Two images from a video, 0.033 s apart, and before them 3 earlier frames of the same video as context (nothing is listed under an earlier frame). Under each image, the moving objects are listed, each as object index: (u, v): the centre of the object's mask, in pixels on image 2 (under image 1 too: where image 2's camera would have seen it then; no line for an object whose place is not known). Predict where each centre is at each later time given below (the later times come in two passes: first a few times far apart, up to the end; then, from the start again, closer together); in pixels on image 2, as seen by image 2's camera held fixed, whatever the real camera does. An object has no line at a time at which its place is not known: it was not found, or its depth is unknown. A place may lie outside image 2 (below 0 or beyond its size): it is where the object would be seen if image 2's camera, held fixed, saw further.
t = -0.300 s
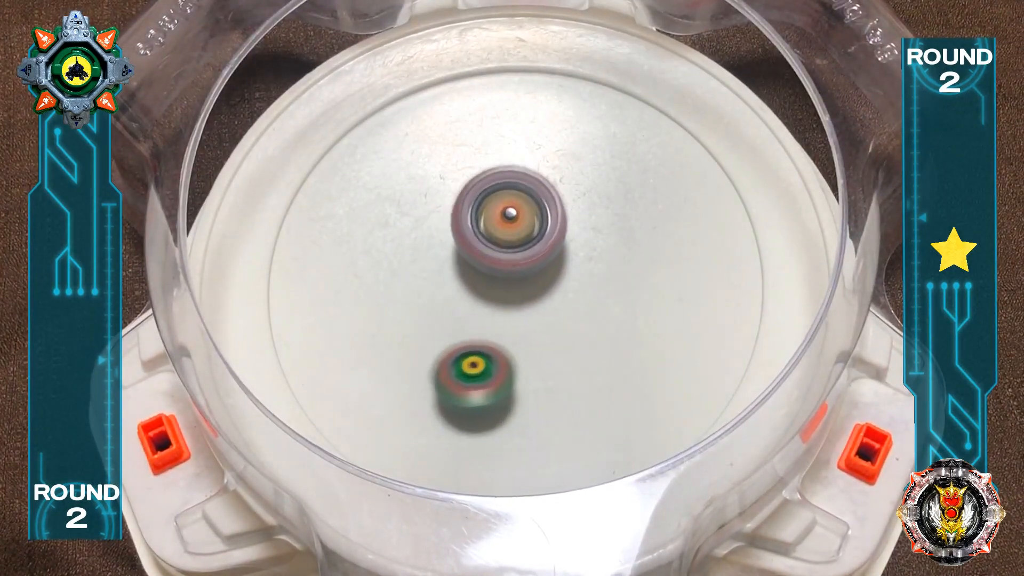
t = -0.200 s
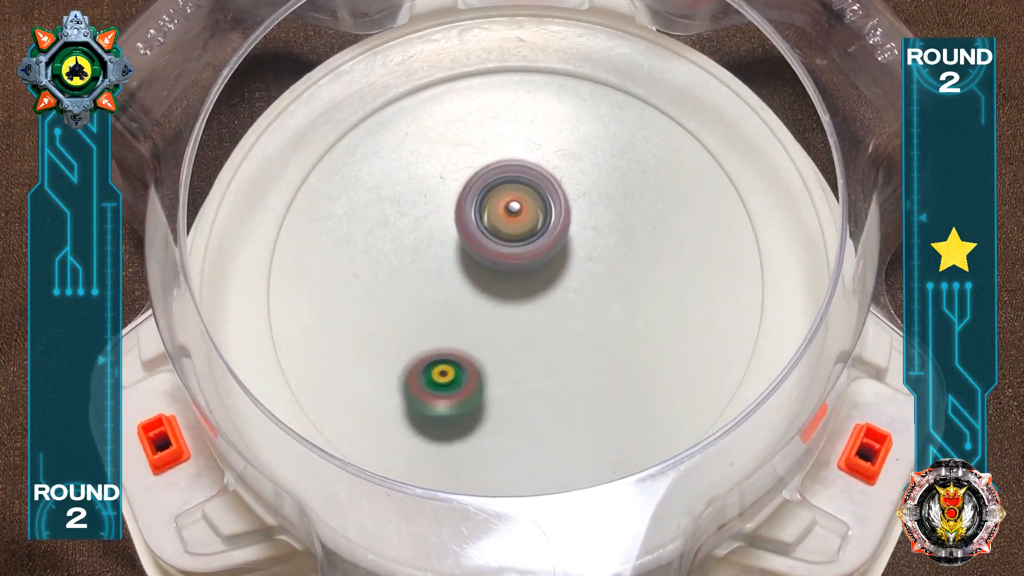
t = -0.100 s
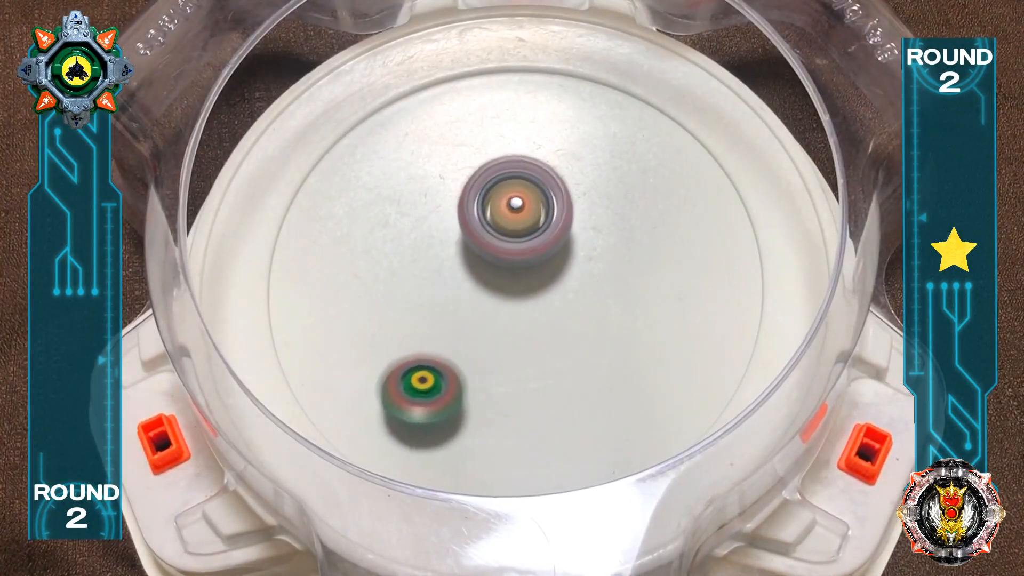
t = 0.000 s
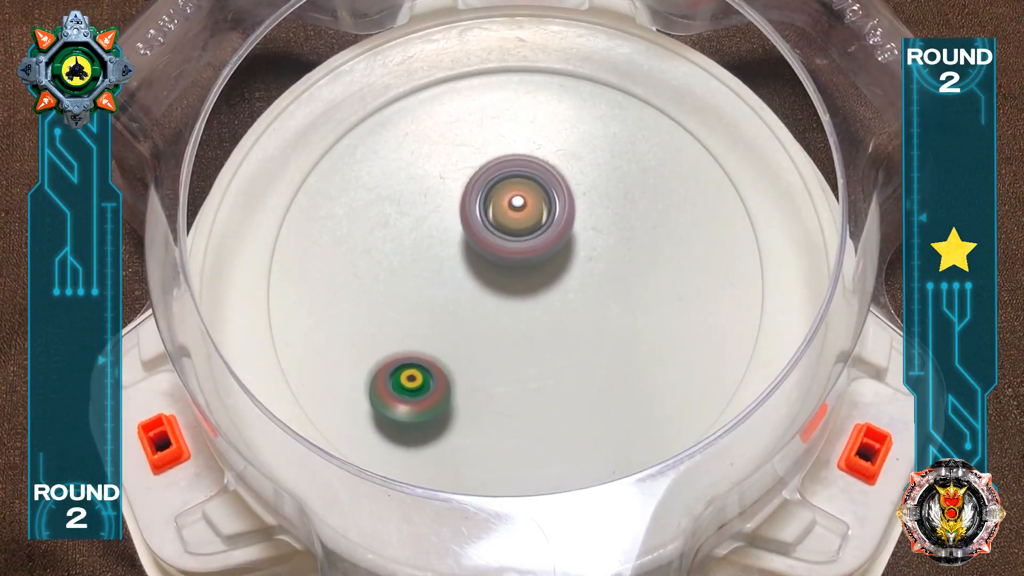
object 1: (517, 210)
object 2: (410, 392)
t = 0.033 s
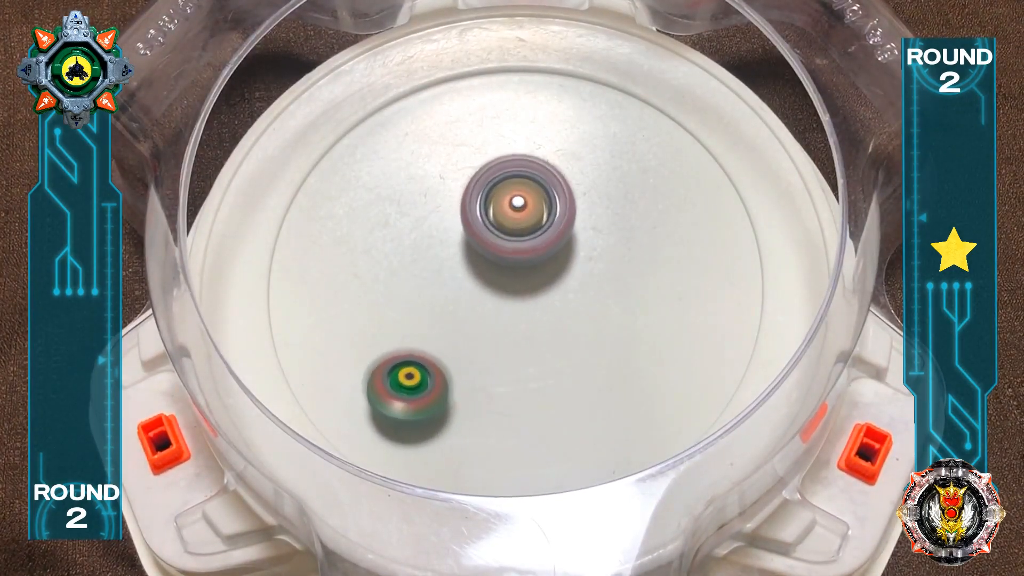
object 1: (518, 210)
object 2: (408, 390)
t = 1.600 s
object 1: (570, 275)
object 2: (585, 146)
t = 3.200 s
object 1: (469, 285)
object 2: (559, 369)
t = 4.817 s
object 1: (488, 121)
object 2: (673, 391)
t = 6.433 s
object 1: (436, 376)
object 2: (436, 221)
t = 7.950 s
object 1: (502, 224)
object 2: (576, 284)
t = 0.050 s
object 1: (518, 210)
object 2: (406, 389)
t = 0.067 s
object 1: (518, 210)
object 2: (405, 387)
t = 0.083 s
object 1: (519, 211)
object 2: (404, 386)
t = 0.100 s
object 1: (520, 211)
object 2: (403, 384)
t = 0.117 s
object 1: (520, 211)
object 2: (403, 382)
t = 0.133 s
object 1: (521, 212)
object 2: (402, 380)
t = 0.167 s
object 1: (522, 213)
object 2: (400, 375)
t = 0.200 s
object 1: (523, 214)
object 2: (398, 370)
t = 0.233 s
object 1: (525, 216)
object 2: (396, 365)
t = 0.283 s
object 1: (528, 219)
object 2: (392, 353)
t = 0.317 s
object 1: (530, 221)
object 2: (389, 344)
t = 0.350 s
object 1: (533, 223)
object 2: (385, 334)
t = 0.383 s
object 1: (535, 225)
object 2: (382, 324)
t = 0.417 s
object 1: (538, 227)
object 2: (379, 315)
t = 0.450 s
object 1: (541, 229)
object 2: (376, 306)
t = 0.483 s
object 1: (544, 230)
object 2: (374, 296)
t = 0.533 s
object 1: (548, 233)
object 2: (371, 283)
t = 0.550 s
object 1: (549, 234)
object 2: (370, 279)
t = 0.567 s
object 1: (550, 235)
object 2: (369, 275)
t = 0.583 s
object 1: (551, 236)
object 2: (368, 272)
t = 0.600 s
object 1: (553, 236)
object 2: (368, 268)
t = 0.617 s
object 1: (554, 237)
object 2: (367, 265)
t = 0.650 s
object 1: (557, 238)
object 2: (367, 260)
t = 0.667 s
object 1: (558, 239)
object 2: (367, 258)
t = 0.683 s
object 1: (560, 240)
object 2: (367, 255)
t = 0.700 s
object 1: (561, 241)
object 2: (369, 254)
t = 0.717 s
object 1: (562, 241)
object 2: (370, 252)
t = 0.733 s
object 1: (564, 242)
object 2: (371, 250)
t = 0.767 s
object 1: (566, 243)
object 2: (375, 247)
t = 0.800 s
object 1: (569, 244)
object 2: (380, 243)
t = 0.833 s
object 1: (571, 245)
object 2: (385, 240)
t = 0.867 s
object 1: (573, 246)
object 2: (392, 238)
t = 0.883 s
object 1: (574, 247)
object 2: (395, 236)
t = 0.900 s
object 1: (575, 247)
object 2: (398, 234)
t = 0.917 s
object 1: (575, 248)
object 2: (402, 233)
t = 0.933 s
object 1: (576, 249)
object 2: (406, 233)
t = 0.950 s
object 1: (577, 249)
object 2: (409, 231)
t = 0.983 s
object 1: (579, 250)
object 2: (417, 229)
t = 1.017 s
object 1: (581, 251)
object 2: (424, 230)
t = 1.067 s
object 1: (583, 253)
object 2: (434, 225)
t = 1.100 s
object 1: (584, 254)
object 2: (441, 225)
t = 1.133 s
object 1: (585, 255)
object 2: (448, 219)
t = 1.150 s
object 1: (585, 255)
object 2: (453, 219)
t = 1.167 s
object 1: (585, 256)
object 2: (457, 217)
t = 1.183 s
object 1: (586, 256)
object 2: (463, 215)
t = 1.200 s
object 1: (586, 257)
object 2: (468, 213)
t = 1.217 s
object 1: (586, 257)
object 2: (474, 211)
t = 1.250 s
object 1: (586, 258)
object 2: (485, 206)
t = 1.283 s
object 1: (585, 259)
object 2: (496, 201)
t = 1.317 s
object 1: (585, 260)
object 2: (507, 193)
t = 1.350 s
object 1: (584, 262)
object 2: (517, 190)
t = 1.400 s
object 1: (582, 263)
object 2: (533, 178)
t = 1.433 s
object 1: (580, 265)
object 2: (542, 175)
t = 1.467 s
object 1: (578, 267)
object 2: (552, 166)
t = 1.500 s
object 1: (577, 269)
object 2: (561, 160)
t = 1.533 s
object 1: (575, 270)
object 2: (569, 155)
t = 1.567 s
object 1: (573, 273)
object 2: (577, 151)
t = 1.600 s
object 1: (570, 275)
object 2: (585, 146)
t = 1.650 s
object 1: (567, 278)
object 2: (595, 140)
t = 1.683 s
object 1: (564, 281)
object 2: (601, 135)
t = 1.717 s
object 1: (562, 284)
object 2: (606, 131)
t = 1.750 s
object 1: (559, 286)
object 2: (610, 129)
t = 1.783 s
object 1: (557, 289)
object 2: (613, 127)
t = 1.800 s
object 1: (556, 290)
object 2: (615, 127)
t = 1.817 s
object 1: (555, 291)
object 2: (616, 127)
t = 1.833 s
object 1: (554, 292)
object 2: (617, 127)
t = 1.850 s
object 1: (553, 294)
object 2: (619, 128)
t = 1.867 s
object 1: (552, 295)
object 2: (620, 129)
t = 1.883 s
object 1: (551, 296)
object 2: (621, 130)
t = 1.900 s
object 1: (550, 297)
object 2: (621, 132)
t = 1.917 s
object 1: (549, 298)
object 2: (622, 133)
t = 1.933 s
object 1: (548, 299)
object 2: (623, 135)
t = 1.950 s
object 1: (547, 300)
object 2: (624, 138)
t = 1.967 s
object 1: (547, 302)
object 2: (625, 141)
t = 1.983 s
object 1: (545, 303)
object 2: (625, 144)
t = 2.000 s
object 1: (545, 303)
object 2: (626, 147)
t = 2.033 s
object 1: (543, 306)
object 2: (627, 154)
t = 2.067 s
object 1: (541, 307)
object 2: (627, 163)
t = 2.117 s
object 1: (539, 310)
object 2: (627, 177)
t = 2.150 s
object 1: (537, 312)
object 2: (626, 187)
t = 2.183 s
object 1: (536, 313)
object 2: (625, 196)
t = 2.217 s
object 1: (534, 314)
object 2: (625, 206)
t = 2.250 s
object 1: (532, 316)
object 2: (624, 215)
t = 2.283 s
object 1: (531, 317)
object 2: (624, 223)
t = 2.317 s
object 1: (530, 318)
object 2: (624, 232)
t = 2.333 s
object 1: (529, 318)
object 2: (624, 236)
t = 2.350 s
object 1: (528, 318)
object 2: (624, 240)
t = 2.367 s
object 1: (527, 319)
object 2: (624, 244)
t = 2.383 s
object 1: (527, 319)
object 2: (624, 248)
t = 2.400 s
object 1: (526, 319)
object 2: (624, 251)
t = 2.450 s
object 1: (524, 319)
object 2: (623, 262)
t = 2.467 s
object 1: (523, 319)
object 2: (623, 266)
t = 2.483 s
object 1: (523, 319)
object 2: (622, 269)
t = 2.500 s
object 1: (522, 319)
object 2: (622, 273)
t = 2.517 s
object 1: (521, 318)
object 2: (621, 276)
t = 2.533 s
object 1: (521, 318)
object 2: (620, 280)
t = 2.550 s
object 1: (520, 318)
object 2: (619, 283)
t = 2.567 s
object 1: (519, 317)
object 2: (619, 286)
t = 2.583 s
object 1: (518, 317)
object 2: (618, 289)
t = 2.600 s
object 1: (518, 316)
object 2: (617, 292)
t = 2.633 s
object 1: (516, 315)
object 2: (615, 299)
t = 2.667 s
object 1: (514, 313)
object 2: (613, 307)
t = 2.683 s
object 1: (513, 313)
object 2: (611, 311)
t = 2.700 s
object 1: (512, 312)
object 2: (609, 316)
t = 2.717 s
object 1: (510, 310)
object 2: (609, 321)
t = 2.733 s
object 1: (505, 308)
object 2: (613, 325)
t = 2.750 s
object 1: (501, 306)
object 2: (616, 328)
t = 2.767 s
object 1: (498, 305)
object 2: (617, 332)
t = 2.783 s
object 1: (495, 304)
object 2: (616, 337)
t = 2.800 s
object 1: (492, 303)
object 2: (616, 339)
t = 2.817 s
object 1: (490, 301)
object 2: (615, 341)
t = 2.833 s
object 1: (488, 299)
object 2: (613, 344)
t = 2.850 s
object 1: (487, 299)
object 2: (611, 346)
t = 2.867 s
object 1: (485, 298)
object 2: (609, 348)
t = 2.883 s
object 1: (484, 298)
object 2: (607, 350)
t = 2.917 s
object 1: (482, 296)
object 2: (603, 353)
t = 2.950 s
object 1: (480, 296)
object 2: (599, 356)
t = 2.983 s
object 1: (478, 294)
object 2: (594, 359)
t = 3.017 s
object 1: (476, 293)
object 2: (589, 362)
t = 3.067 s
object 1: (474, 291)
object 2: (582, 364)
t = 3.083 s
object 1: (474, 291)
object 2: (579, 365)
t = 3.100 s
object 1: (473, 290)
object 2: (576, 367)
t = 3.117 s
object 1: (472, 290)
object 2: (573, 367)
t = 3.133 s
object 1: (472, 289)
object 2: (570, 367)
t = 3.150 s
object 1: (471, 287)
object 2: (568, 367)
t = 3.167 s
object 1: (470, 287)
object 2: (565, 368)
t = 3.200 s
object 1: (469, 285)
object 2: (559, 369)
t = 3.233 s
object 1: (468, 283)
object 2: (553, 368)
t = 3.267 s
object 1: (467, 281)
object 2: (546, 368)
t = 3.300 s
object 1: (467, 280)
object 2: (540, 367)
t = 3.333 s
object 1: (466, 276)
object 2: (533, 366)
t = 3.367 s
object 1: (467, 276)
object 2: (526, 364)
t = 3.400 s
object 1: (467, 274)
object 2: (519, 363)
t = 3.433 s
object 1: (466, 271)
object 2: (511, 361)
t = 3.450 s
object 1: (467, 271)
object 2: (508, 360)
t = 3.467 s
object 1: (467, 270)
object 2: (504, 360)
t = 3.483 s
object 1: (466, 264)
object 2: (503, 366)
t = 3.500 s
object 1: (465, 258)
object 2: (504, 375)
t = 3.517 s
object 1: (464, 253)
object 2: (503, 379)
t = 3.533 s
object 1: (463, 249)
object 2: (502, 382)
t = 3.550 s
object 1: (462, 245)
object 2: (501, 384)
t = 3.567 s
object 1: (460, 242)
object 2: (499, 385)
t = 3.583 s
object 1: (458, 239)
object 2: (497, 384)
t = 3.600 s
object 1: (456, 236)
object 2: (494, 383)
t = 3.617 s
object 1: (454, 234)
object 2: (492, 382)
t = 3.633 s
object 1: (451, 231)
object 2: (490, 380)
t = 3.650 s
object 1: (449, 229)
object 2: (488, 378)
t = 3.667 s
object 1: (447, 227)
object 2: (486, 375)
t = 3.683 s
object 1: (444, 225)
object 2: (485, 373)
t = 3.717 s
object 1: (440, 221)
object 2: (481, 368)
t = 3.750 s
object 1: (436, 218)
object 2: (478, 362)
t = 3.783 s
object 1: (432, 215)
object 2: (474, 356)
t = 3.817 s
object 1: (429, 213)
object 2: (471, 349)
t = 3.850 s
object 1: (427, 211)
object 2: (468, 342)
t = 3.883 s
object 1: (424, 209)
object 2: (465, 335)
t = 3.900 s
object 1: (423, 208)
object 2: (463, 332)
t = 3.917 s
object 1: (423, 208)
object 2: (461, 328)
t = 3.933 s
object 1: (422, 207)
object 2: (460, 325)
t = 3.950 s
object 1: (422, 207)
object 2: (458, 323)
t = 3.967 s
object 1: (422, 206)
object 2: (457, 319)
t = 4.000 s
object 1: (423, 206)
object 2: (454, 312)
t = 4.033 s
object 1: (424, 204)
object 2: (452, 305)
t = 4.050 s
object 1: (424, 204)
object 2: (452, 302)
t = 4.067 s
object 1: (425, 204)
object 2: (451, 301)
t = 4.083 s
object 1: (427, 199)
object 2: (451, 304)
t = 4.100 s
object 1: (429, 194)
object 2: (451, 308)
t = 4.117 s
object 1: (432, 191)
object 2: (452, 315)
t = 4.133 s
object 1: (435, 188)
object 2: (454, 323)
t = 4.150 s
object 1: (438, 188)
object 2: (456, 326)
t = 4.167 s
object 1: (441, 187)
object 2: (459, 330)
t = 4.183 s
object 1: (443, 185)
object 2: (462, 331)
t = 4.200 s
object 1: (446, 185)
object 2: (465, 333)
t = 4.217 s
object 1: (448, 184)
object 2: (469, 333)
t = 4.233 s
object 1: (450, 186)
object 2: (472, 332)
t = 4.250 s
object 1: (452, 187)
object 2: (476, 330)
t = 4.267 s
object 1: (453, 187)
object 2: (479, 326)
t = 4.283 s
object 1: (455, 189)
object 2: (482, 321)
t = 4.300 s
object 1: (457, 190)
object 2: (484, 318)
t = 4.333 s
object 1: (460, 193)
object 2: (488, 309)
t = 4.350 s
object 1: (461, 194)
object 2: (490, 301)
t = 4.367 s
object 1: (463, 193)
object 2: (492, 302)
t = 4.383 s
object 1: (463, 179)
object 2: (499, 326)
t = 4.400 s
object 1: (465, 168)
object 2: (505, 350)
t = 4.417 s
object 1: (466, 160)
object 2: (512, 370)
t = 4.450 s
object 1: (468, 148)
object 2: (526, 409)
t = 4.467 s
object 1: (469, 144)
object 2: (533, 424)
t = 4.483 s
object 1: (469, 139)
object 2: (540, 438)
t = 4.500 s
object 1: (470, 136)
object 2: (547, 449)
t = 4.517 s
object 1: (471, 132)
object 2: (554, 454)
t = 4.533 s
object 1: (471, 129)
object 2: (560, 456)
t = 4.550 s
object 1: (472, 126)
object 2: (567, 458)
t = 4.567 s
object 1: (473, 123)
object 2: (574, 458)
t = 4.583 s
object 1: (474, 121)
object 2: (582, 456)
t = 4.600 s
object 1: (475, 119)
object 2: (590, 453)
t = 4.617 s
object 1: (475, 118)
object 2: (597, 450)
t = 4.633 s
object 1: (476, 117)
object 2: (606, 446)
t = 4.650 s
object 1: (477, 117)
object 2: (614, 442)
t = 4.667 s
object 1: (478, 116)
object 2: (623, 437)
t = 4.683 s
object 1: (479, 115)
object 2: (630, 433)
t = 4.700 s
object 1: (480, 116)
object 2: (637, 428)
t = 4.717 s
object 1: (481, 117)
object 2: (644, 423)
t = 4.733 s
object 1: (482, 117)
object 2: (650, 418)
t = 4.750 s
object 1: (483, 117)
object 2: (655, 413)
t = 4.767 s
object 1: (484, 118)
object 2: (659, 407)
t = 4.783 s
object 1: (485, 119)
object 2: (664, 402)
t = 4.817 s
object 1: (488, 121)
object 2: (673, 391)
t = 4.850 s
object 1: (491, 125)
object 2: (681, 377)
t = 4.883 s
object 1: (494, 129)
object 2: (689, 364)
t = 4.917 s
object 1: (498, 134)
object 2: (696, 352)
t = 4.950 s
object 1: (502, 138)
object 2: (700, 340)
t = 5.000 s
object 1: (508, 145)
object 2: (704, 324)
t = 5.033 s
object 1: (513, 151)
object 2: (707, 309)
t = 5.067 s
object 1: (518, 157)
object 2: (708, 298)
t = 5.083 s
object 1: (520, 160)
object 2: (708, 292)
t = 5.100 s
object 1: (523, 163)
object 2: (708, 287)
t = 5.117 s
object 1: (525, 167)
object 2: (708, 283)
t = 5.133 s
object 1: (527, 169)
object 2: (707, 279)
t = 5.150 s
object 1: (529, 172)
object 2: (706, 275)
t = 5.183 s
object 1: (533, 179)
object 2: (704, 267)
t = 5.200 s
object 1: (535, 183)
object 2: (702, 264)
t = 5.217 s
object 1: (537, 186)
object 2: (700, 261)
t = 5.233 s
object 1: (539, 189)
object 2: (698, 258)
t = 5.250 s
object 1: (541, 191)
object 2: (695, 255)
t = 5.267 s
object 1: (543, 195)
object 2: (692, 252)
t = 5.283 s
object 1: (545, 198)
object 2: (689, 249)
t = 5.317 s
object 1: (550, 204)
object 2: (681, 244)
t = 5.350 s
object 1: (556, 211)
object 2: (673, 240)
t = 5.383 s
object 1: (563, 215)
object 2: (665, 237)
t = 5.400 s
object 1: (566, 218)
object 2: (662, 235)
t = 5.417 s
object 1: (566, 219)
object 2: (661, 234)
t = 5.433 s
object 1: (563, 222)
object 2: (662, 233)
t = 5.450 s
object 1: (561, 225)
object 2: (661, 233)
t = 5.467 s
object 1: (559, 227)
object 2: (658, 233)
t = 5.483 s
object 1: (558, 232)
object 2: (655, 233)
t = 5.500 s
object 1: (557, 236)
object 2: (651, 232)
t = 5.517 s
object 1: (554, 238)
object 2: (649, 231)
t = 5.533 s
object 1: (549, 242)
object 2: (646, 231)
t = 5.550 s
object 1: (545, 245)
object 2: (643, 233)
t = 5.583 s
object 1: (538, 251)
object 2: (634, 235)
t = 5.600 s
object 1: (535, 253)
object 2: (629, 235)
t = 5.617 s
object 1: (532, 255)
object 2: (624, 235)
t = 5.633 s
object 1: (531, 258)
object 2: (619, 235)
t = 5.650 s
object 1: (530, 261)
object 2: (614, 234)
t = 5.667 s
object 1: (527, 263)
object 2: (610, 235)
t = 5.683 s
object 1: (520, 266)
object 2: (608, 235)
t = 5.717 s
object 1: (511, 271)
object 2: (600, 237)
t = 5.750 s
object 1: (504, 279)
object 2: (591, 239)
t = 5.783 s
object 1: (500, 284)
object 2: (581, 240)
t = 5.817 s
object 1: (493, 292)
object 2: (574, 241)
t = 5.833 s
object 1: (492, 296)
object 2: (570, 242)
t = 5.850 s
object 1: (490, 298)
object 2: (565, 243)
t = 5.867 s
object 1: (486, 302)
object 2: (564, 241)
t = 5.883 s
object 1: (480, 307)
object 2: (565, 238)
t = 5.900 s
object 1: (475, 311)
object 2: (567, 235)
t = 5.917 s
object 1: (471, 315)
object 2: (567, 233)
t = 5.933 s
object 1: (468, 319)
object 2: (566, 231)
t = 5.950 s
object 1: (465, 322)
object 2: (563, 231)
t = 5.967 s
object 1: (462, 326)
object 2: (560, 229)
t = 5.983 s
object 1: (460, 330)
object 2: (555, 229)
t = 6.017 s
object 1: (457, 337)
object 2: (544, 226)
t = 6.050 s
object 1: (455, 343)
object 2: (534, 227)
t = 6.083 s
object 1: (453, 348)
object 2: (523, 223)
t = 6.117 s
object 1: (451, 353)
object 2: (513, 222)
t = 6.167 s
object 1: (449, 360)
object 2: (499, 220)
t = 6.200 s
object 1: (447, 363)
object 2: (489, 220)
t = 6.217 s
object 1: (446, 365)
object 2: (485, 219)
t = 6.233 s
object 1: (446, 367)
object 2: (481, 221)
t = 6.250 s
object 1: (445, 368)
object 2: (476, 219)
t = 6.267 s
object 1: (444, 369)
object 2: (472, 219)
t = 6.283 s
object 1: (443, 370)
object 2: (468, 218)
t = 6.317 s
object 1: (441, 373)
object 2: (460, 218)
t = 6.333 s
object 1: (441, 373)
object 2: (456, 218)
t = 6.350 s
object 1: (441, 374)
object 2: (453, 220)
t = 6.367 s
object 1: (440, 374)
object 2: (449, 220)
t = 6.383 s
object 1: (439, 375)
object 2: (445, 221)
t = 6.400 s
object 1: (438, 375)
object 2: (442, 220)
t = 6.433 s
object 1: (436, 376)
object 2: (436, 221)
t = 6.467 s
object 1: (434, 376)
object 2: (430, 222)
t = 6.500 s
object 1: (432, 376)
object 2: (425, 223)
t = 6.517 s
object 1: (431, 376)
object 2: (422, 223)
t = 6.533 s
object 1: (430, 376)
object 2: (420, 223)
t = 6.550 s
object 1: (430, 375)
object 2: (418, 223)
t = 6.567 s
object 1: (429, 375)
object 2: (417, 224)
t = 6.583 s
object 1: (428, 374)
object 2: (415, 225)
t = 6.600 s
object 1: (427, 373)
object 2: (413, 226)
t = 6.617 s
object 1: (427, 373)
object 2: (411, 227)
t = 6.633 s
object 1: (426, 371)
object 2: (410, 227)
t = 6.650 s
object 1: (425, 370)
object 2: (409, 228)
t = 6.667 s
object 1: (425, 369)
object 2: (408, 229)
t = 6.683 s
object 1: (424, 368)
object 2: (407, 229)
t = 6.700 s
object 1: (424, 366)
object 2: (406, 230)
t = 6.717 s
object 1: (424, 364)
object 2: (406, 232)
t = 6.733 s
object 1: (424, 362)
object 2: (406, 233)
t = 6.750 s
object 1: (424, 360)
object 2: (406, 234)
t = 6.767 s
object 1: (424, 358)
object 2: (407, 235)
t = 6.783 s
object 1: (425, 355)
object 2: (407, 237)
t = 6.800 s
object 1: (426, 353)
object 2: (408, 239)
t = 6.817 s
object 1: (426, 350)
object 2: (409, 241)
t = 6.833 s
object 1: (426, 347)
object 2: (410, 242)
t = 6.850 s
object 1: (426, 344)
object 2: (411, 243)
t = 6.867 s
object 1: (427, 341)
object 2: (412, 244)
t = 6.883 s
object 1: (428, 339)
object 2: (414, 245)
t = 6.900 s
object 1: (429, 336)
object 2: (416, 246)
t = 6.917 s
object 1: (429, 333)
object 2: (418, 246)
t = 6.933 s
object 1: (430, 330)
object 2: (420, 246)
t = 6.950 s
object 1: (429, 328)
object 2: (425, 244)
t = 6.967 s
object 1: (430, 329)
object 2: (431, 241)
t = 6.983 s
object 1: (431, 328)
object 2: (437, 239)
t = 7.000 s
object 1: (433, 326)
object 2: (444, 237)
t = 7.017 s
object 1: (433, 324)
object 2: (449, 236)
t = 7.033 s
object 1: (434, 322)
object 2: (456, 235)
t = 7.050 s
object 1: (436, 320)
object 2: (463, 236)
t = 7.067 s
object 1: (437, 317)
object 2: (469, 237)
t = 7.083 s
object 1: (438, 315)
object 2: (475, 238)
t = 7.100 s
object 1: (440, 312)
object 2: (479, 239)
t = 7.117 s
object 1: (441, 310)
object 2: (484, 242)
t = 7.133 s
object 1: (438, 312)
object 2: (493, 240)
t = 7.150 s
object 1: (435, 314)
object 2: (504, 235)
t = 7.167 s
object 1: (433, 316)
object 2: (516, 224)
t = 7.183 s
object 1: (433, 316)
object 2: (527, 216)
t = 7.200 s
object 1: (433, 316)
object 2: (538, 210)
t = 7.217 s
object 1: (434, 315)
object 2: (546, 206)
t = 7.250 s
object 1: (436, 312)
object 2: (561, 200)
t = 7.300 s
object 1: (442, 306)
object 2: (574, 196)
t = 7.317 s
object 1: (444, 304)
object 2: (577, 196)
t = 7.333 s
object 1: (446, 302)
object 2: (579, 196)
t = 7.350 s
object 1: (449, 300)
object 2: (581, 196)
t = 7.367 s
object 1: (451, 297)
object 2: (582, 201)
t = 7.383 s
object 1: (453, 295)
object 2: (584, 198)
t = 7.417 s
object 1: (457, 290)
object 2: (587, 199)
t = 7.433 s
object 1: (459, 287)
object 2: (588, 200)
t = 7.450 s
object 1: (460, 284)
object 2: (590, 201)
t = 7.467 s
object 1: (462, 282)
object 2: (591, 203)
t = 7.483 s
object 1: (464, 279)
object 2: (591, 204)
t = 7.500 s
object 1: (466, 276)
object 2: (592, 205)
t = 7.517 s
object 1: (467, 273)
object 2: (593, 207)
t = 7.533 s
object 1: (469, 271)
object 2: (594, 209)
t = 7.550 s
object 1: (470, 268)
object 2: (595, 211)
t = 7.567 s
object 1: (472, 266)
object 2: (595, 213)
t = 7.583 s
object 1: (473, 263)
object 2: (596, 215)
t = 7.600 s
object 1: (475, 261)
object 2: (596, 218)
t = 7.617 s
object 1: (476, 258)
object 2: (596, 220)
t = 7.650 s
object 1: (479, 255)
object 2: (596, 227)
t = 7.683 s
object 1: (482, 250)
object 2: (595, 232)
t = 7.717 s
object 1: (485, 247)
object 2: (594, 238)
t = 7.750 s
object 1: (487, 243)
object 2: (593, 245)
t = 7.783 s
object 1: (490, 240)
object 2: (591, 252)
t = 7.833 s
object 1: (494, 235)
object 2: (587, 261)
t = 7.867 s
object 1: (496, 231)
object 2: (585, 267)
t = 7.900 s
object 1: (498, 228)
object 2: (582, 275)
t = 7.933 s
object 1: (500, 225)
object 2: (578, 281)
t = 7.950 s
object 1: (502, 224)
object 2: (576, 284)
